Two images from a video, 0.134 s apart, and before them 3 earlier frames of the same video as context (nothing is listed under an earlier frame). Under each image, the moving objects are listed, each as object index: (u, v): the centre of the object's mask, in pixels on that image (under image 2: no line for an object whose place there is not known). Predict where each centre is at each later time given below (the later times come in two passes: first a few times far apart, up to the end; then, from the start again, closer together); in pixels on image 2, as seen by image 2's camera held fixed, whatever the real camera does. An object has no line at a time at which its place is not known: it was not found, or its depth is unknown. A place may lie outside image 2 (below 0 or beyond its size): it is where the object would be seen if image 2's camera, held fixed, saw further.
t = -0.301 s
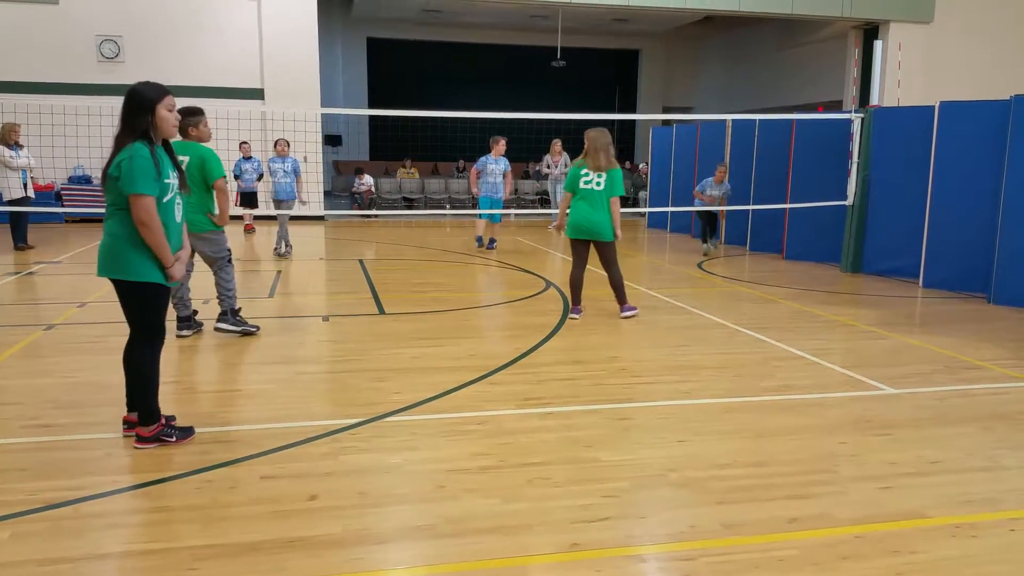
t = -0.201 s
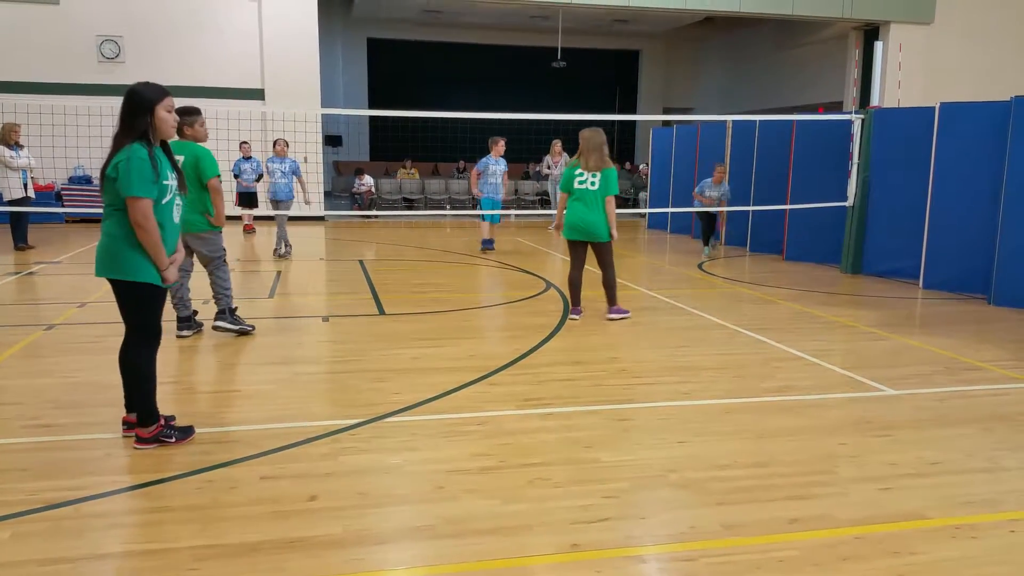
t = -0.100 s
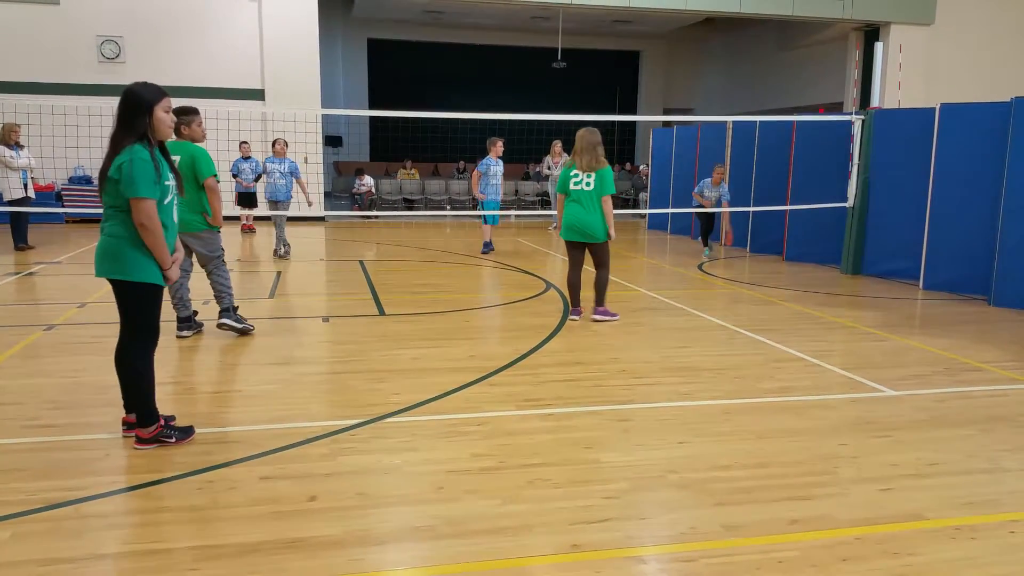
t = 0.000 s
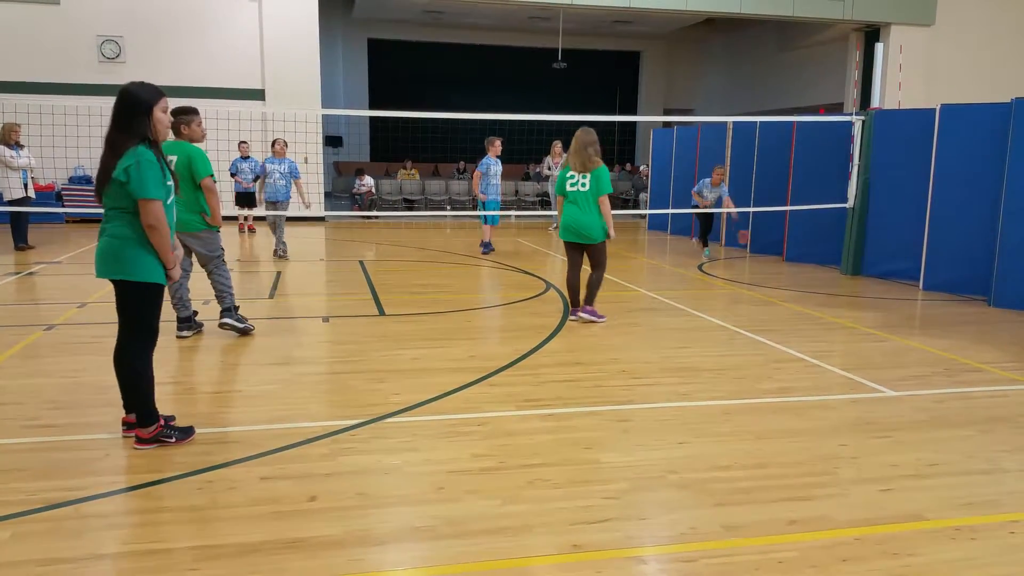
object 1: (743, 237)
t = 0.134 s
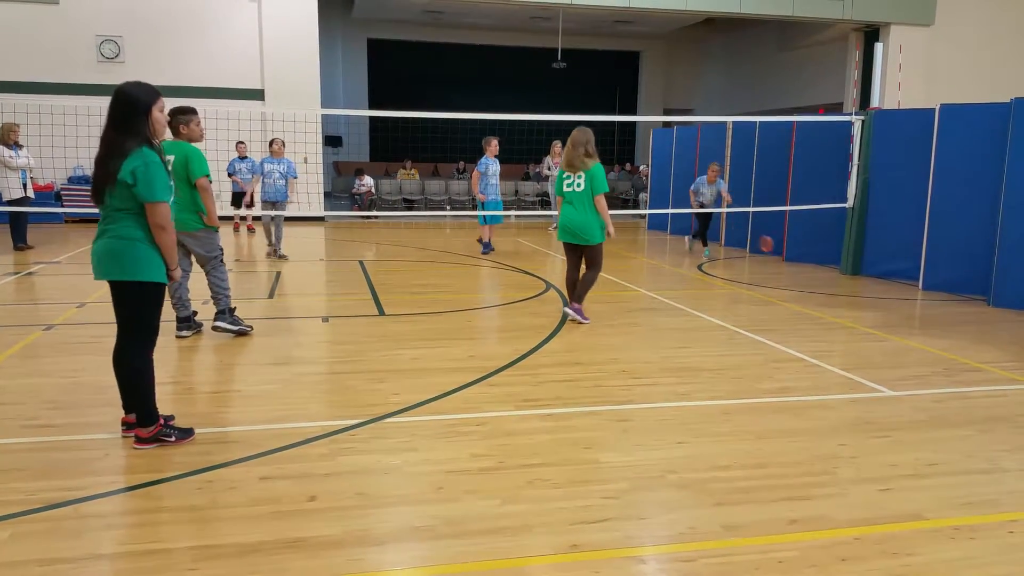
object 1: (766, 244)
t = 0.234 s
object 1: (790, 258)
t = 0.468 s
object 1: (840, 310)
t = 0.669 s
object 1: (888, 330)
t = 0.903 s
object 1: (960, 376)
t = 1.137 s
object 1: (1051, 421)
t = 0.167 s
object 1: (772, 248)
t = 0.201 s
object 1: (779, 252)
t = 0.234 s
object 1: (790, 258)
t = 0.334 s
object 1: (810, 297)
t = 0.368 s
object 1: (821, 302)
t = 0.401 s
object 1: (826, 303)
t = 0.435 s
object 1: (834, 308)
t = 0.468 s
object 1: (840, 310)
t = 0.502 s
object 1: (849, 315)
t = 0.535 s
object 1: (857, 323)
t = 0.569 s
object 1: (864, 325)
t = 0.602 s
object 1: (873, 325)
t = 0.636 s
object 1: (880, 326)
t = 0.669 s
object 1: (888, 330)
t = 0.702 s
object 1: (897, 335)
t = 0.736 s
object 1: (906, 342)
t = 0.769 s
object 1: (915, 352)
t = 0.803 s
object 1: (925, 364)
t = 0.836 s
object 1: (938, 370)
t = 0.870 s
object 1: (951, 375)
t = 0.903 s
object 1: (960, 376)
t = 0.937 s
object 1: (972, 379)
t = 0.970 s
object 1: (983, 383)
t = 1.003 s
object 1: (997, 394)
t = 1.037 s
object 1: (1010, 405)
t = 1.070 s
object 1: (1023, 412)
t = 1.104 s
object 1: (1040, 416)
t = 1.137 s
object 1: (1051, 421)
